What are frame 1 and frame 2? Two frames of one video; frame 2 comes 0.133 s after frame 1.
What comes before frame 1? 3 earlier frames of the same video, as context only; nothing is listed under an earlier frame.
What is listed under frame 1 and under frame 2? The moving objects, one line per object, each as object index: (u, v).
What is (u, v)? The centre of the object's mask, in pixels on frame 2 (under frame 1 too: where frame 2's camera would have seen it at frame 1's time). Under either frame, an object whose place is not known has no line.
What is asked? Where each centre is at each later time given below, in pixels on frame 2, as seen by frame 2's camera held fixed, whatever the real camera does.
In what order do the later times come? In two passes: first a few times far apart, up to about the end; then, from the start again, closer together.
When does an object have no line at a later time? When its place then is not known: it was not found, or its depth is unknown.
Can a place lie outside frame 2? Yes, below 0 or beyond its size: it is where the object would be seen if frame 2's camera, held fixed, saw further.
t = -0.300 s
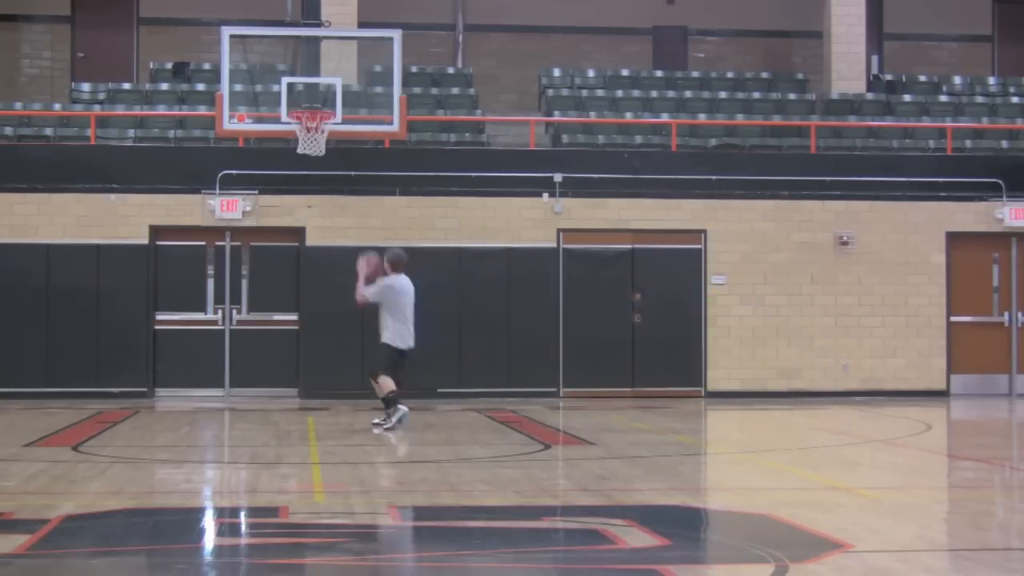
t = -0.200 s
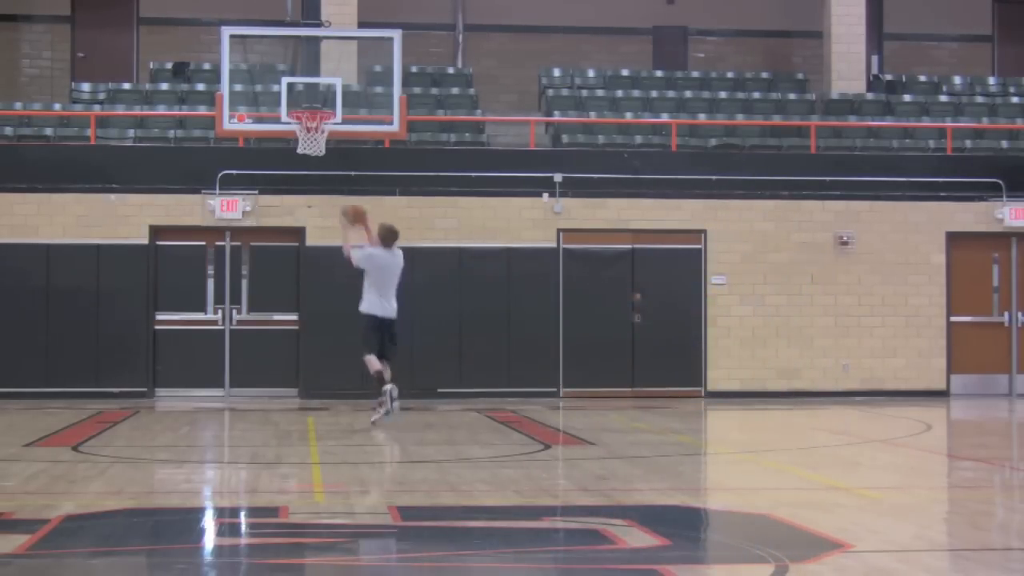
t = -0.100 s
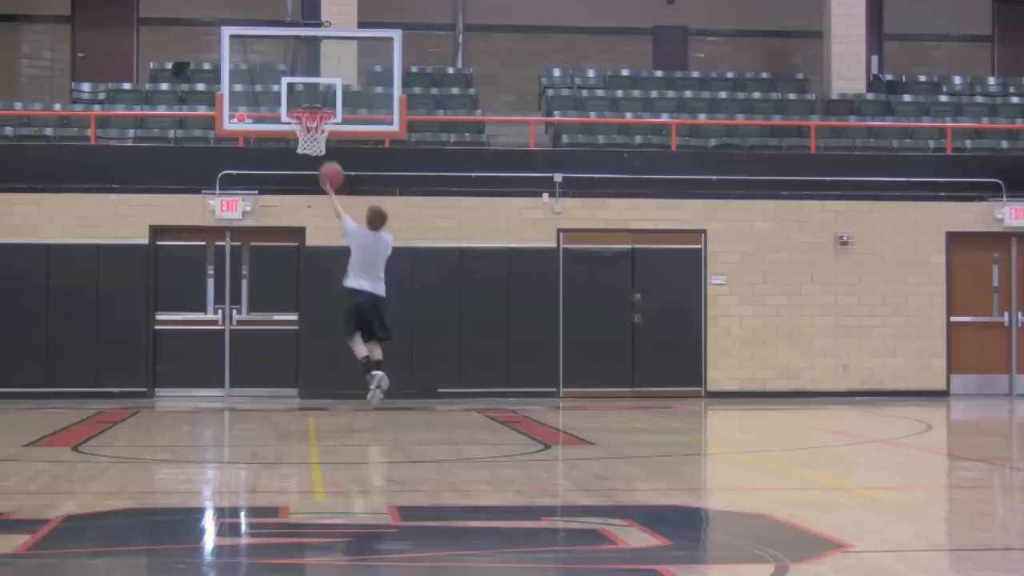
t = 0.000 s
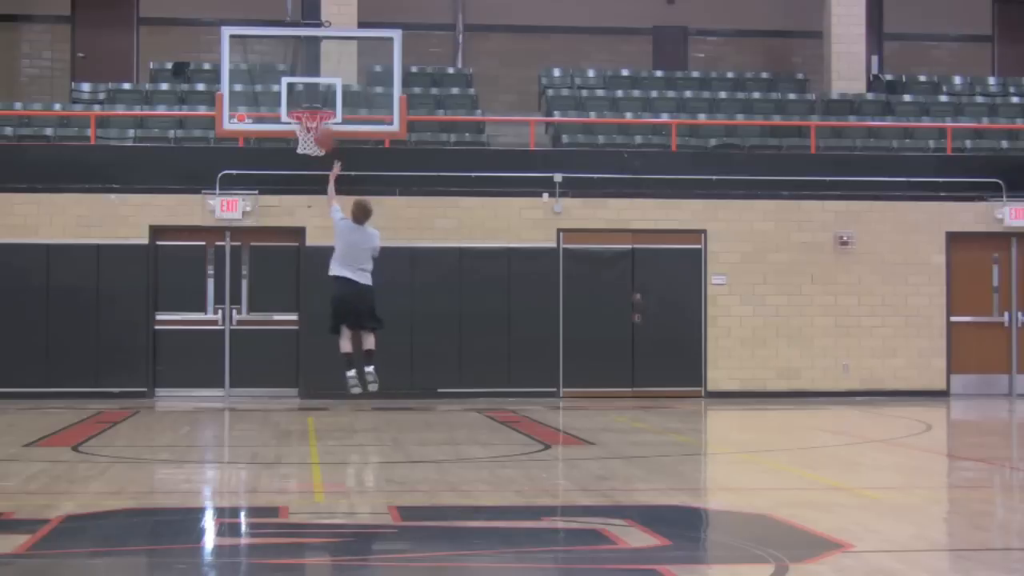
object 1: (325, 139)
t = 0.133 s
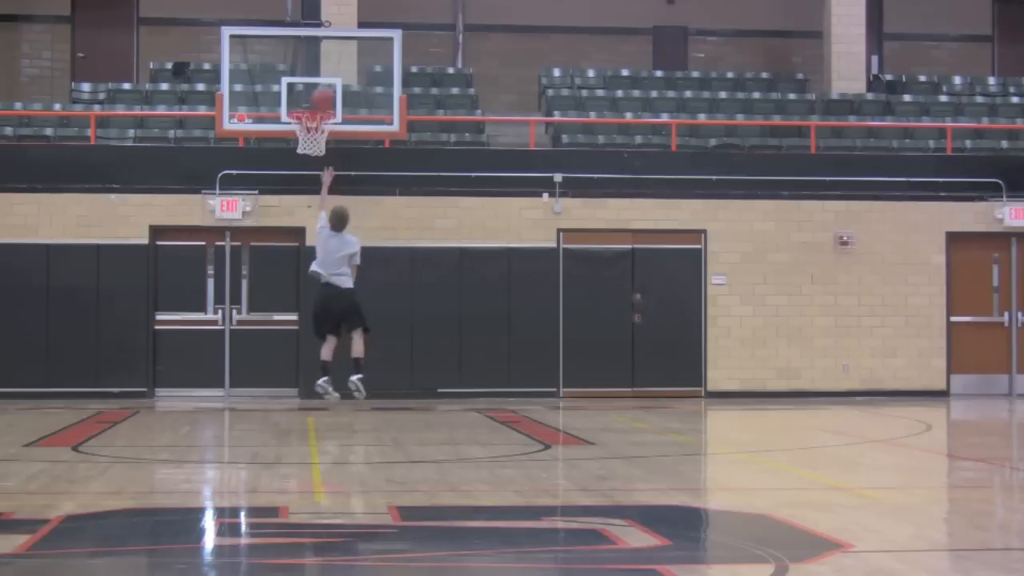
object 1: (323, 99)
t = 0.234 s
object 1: (321, 84)
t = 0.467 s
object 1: (316, 82)
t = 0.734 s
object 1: (309, 154)
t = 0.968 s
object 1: (310, 223)
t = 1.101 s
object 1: (309, 292)
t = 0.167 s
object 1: (322, 94)
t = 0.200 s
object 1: (321, 89)
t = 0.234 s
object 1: (321, 84)
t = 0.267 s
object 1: (320, 80)
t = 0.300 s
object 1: (319, 78)
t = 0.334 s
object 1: (319, 77)
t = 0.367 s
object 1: (318, 77)
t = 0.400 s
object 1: (318, 78)
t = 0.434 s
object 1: (317, 79)
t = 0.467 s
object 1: (316, 82)
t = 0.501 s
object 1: (316, 86)
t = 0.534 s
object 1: (315, 93)
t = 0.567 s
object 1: (314, 97)
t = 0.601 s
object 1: (313, 102)
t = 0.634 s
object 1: (313, 110)
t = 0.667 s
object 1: (313, 124)
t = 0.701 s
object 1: (309, 125)
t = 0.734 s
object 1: (309, 154)
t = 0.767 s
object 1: (310, 157)
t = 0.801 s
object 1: (310, 163)
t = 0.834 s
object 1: (309, 173)
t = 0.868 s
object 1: (310, 183)
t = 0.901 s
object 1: (310, 195)
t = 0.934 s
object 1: (309, 209)
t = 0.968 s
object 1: (310, 223)
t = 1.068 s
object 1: (309, 274)
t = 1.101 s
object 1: (309, 292)
